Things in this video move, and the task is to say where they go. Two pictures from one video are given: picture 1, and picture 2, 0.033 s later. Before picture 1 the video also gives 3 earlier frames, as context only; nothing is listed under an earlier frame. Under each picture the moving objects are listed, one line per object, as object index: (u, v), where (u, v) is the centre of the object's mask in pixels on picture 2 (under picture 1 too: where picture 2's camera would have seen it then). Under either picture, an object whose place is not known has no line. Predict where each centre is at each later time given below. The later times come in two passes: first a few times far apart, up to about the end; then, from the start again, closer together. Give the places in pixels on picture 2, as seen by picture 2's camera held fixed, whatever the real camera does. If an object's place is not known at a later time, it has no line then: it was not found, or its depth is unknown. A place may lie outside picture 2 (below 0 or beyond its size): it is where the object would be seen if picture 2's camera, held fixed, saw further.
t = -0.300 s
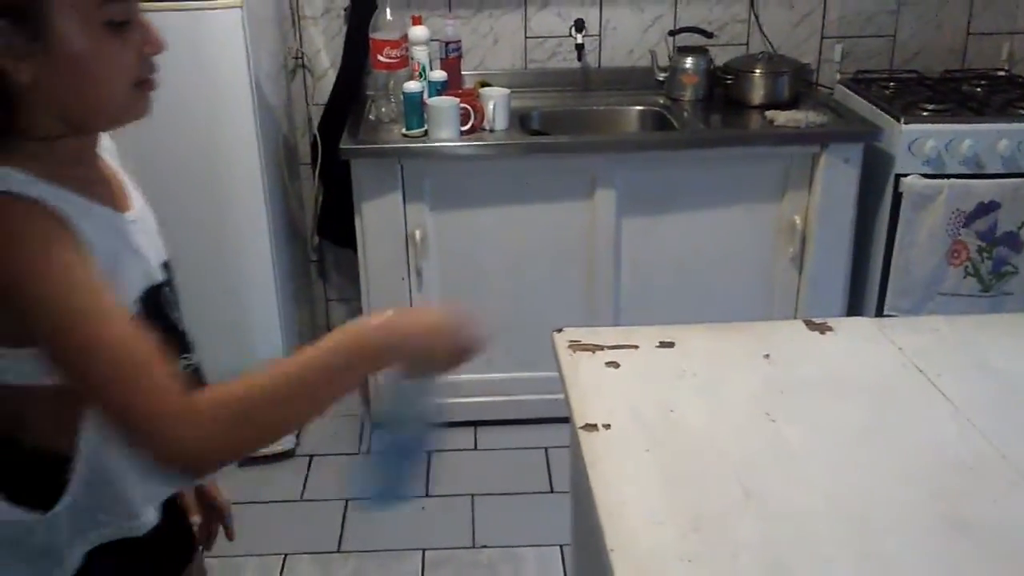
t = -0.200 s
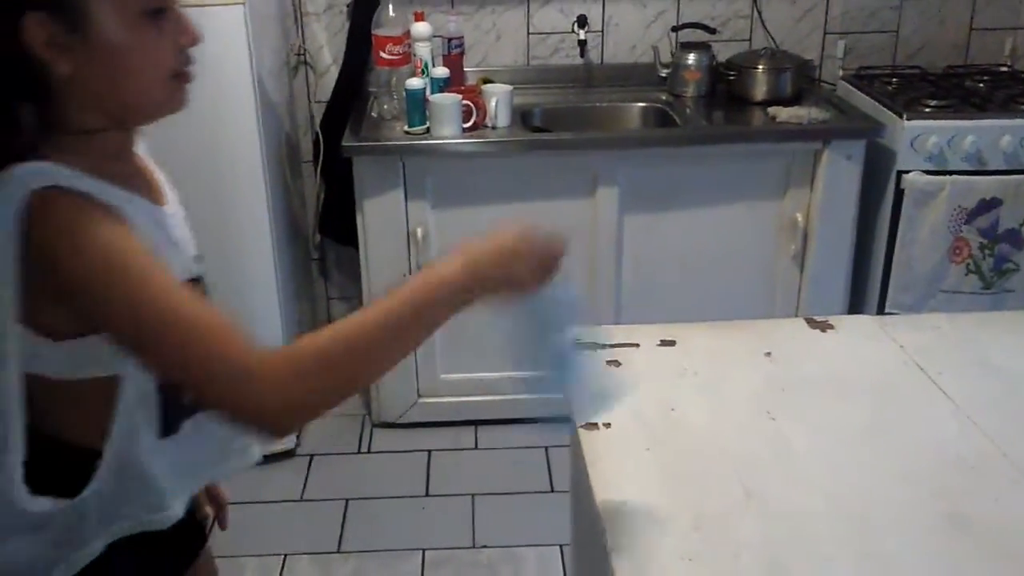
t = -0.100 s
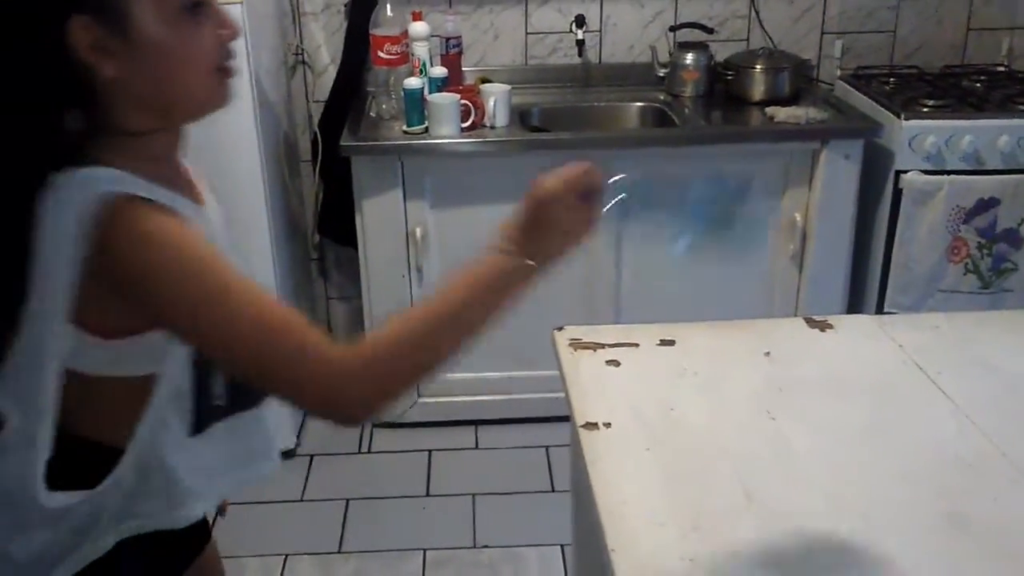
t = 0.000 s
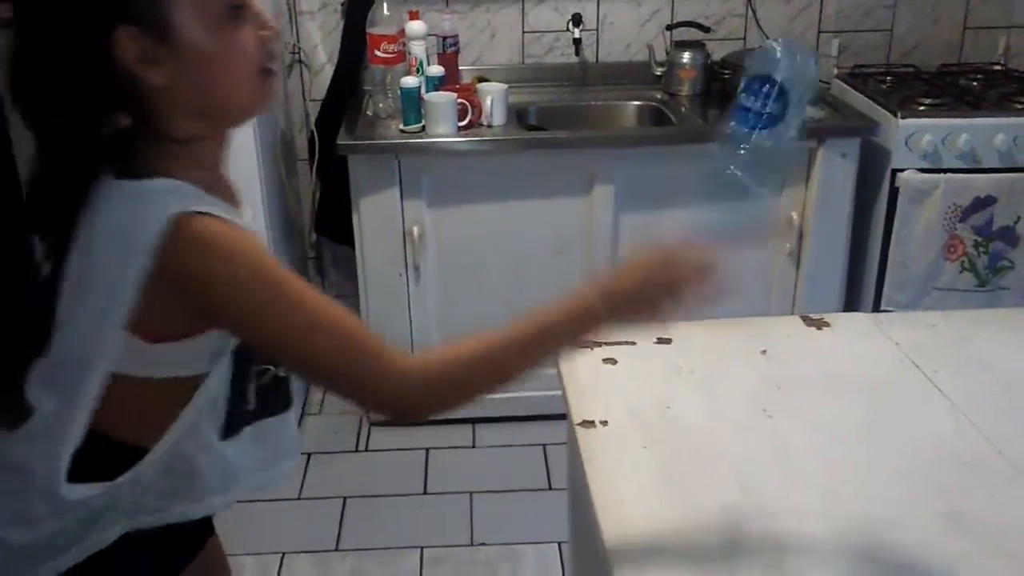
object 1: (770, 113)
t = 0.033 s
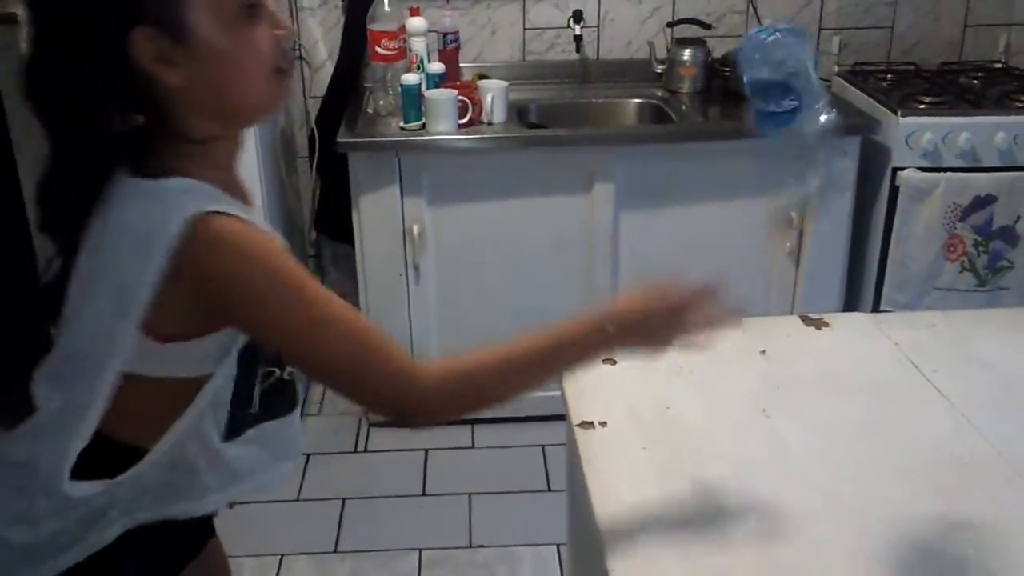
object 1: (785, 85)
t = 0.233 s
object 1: (824, 239)
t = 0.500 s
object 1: (824, 406)
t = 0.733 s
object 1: (821, 401)
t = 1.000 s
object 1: (821, 400)
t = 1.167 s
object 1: (837, 410)
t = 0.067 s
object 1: (793, 86)
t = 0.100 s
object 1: (801, 98)
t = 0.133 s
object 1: (809, 122)
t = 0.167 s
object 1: (815, 145)
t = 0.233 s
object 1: (824, 239)
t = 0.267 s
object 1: (817, 332)
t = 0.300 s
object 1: (817, 396)
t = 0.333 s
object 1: (821, 402)
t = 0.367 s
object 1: (822, 405)
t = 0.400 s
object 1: (821, 405)
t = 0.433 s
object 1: (820, 406)
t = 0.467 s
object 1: (822, 406)
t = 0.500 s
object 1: (824, 406)
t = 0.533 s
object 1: (826, 404)
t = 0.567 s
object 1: (827, 403)
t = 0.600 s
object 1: (828, 402)
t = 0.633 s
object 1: (828, 401)
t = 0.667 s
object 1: (827, 400)
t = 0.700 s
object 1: (825, 400)
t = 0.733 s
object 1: (821, 401)
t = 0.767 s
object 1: (819, 400)
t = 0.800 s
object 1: (819, 401)
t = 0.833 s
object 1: (823, 401)
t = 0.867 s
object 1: (826, 402)
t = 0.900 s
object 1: (825, 402)
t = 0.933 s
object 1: (824, 402)
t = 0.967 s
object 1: (823, 401)
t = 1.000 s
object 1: (821, 400)
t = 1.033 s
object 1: (821, 401)
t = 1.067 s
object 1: (823, 401)
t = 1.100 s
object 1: (827, 403)
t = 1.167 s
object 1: (837, 410)
